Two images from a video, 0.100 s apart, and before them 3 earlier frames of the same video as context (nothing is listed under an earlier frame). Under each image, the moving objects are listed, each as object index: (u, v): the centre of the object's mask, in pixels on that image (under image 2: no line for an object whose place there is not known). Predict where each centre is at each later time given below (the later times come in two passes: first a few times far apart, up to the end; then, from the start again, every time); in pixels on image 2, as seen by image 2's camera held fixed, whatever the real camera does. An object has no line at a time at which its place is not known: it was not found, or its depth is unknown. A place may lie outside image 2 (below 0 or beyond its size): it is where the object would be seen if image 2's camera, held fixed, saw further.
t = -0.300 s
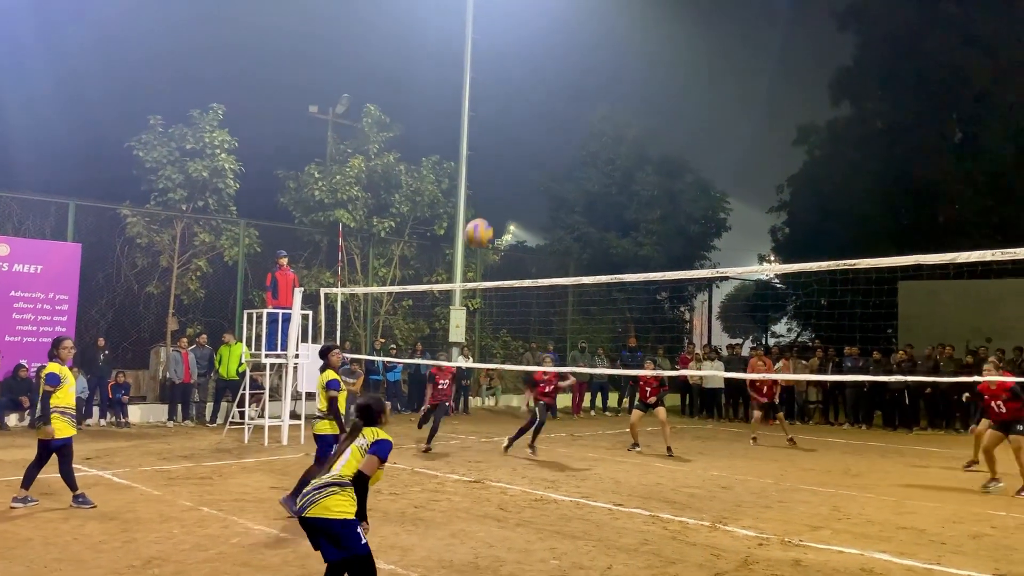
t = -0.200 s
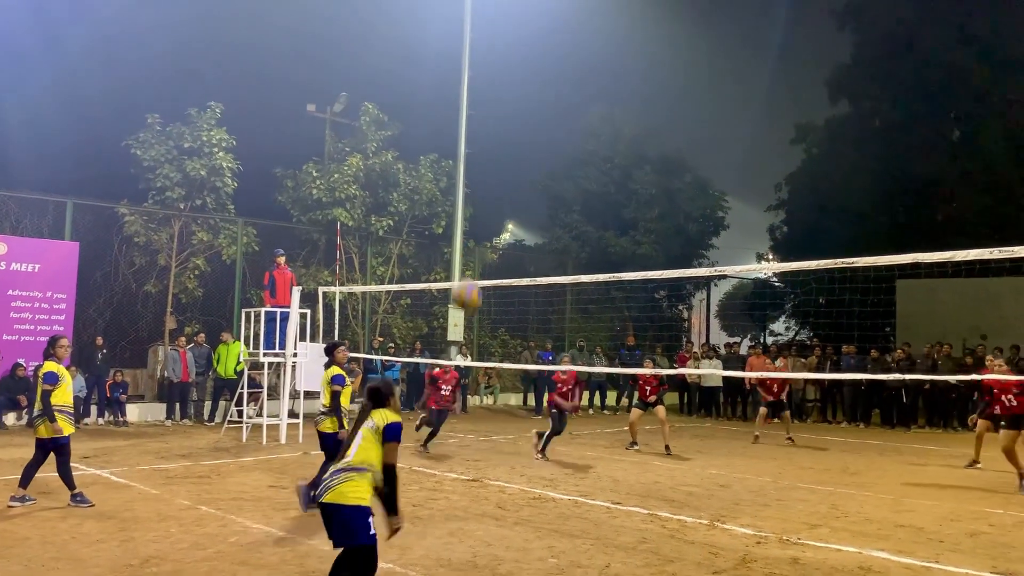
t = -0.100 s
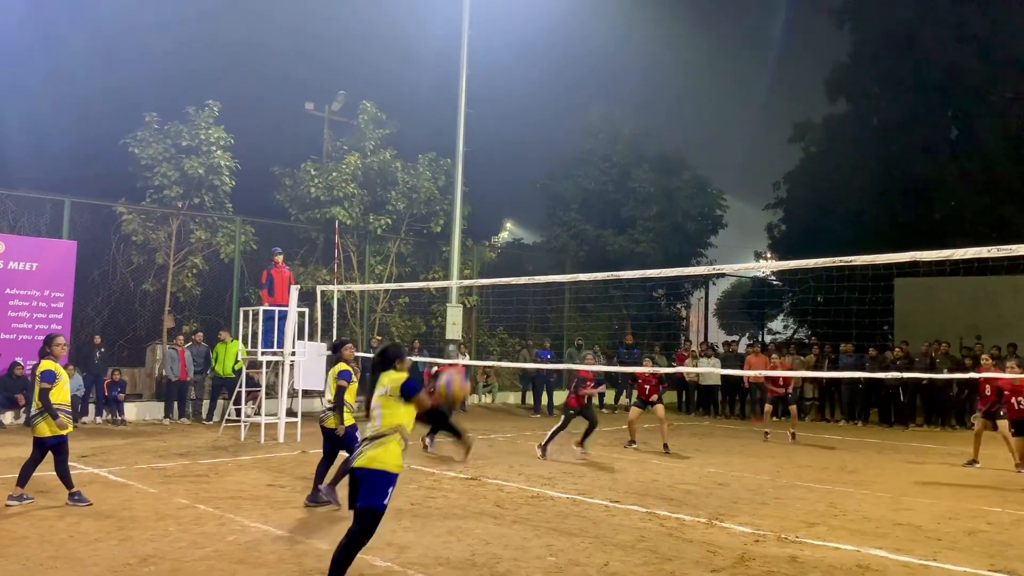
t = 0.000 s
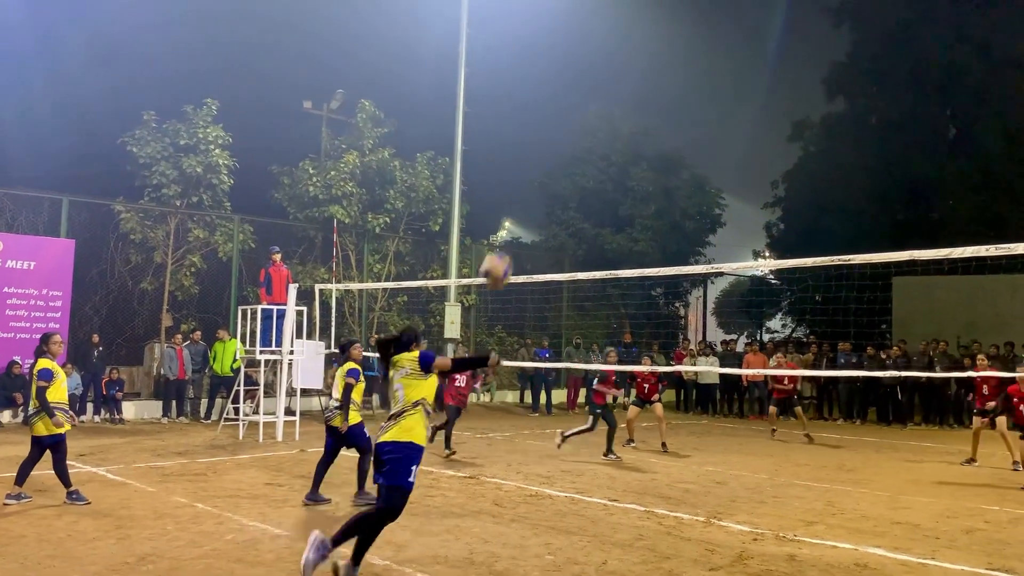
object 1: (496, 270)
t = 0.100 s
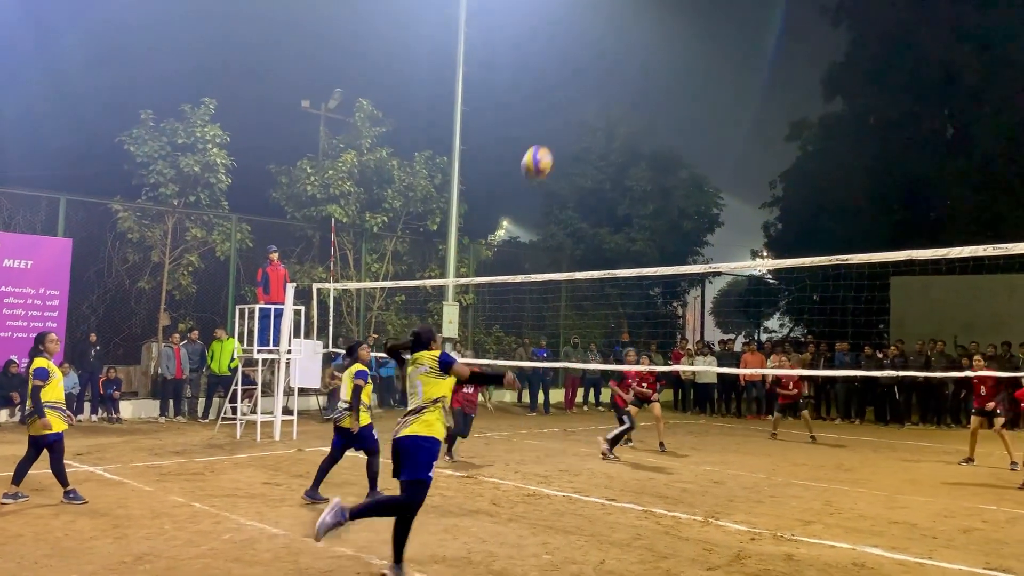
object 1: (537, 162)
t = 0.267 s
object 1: (595, 45)
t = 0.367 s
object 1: (621, 6)
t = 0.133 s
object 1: (550, 133)
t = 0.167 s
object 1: (562, 108)
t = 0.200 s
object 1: (573, 85)
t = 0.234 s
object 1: (584, 65)
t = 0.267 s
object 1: (595, 45)
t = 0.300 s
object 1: (604, 31)
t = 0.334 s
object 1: (613, 17)
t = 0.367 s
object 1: (621, 6)
